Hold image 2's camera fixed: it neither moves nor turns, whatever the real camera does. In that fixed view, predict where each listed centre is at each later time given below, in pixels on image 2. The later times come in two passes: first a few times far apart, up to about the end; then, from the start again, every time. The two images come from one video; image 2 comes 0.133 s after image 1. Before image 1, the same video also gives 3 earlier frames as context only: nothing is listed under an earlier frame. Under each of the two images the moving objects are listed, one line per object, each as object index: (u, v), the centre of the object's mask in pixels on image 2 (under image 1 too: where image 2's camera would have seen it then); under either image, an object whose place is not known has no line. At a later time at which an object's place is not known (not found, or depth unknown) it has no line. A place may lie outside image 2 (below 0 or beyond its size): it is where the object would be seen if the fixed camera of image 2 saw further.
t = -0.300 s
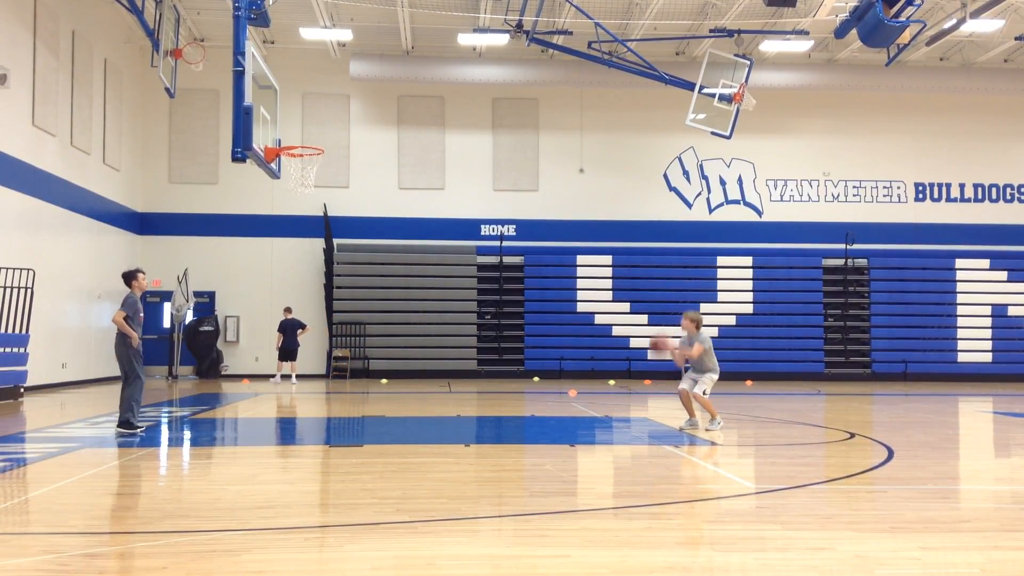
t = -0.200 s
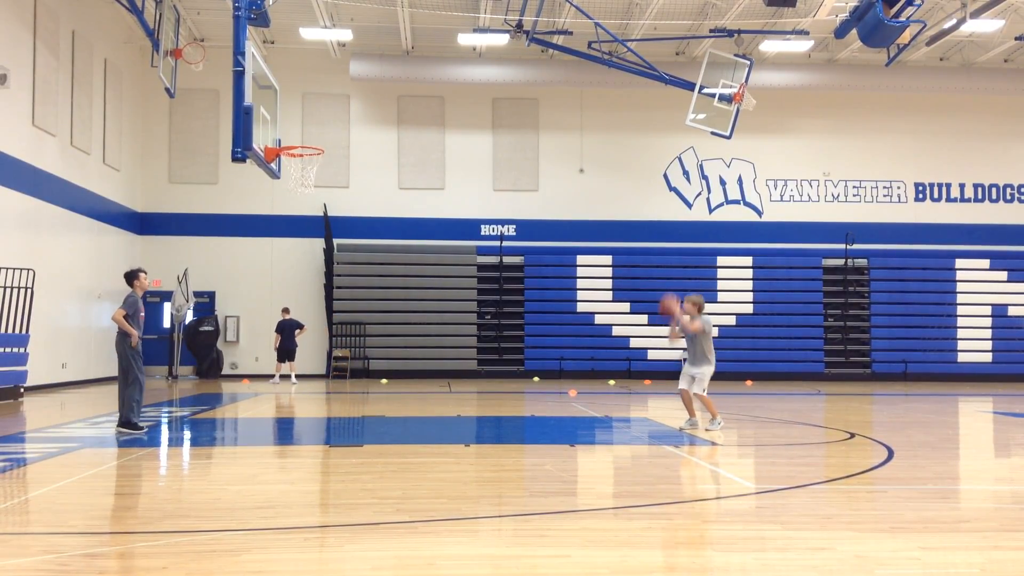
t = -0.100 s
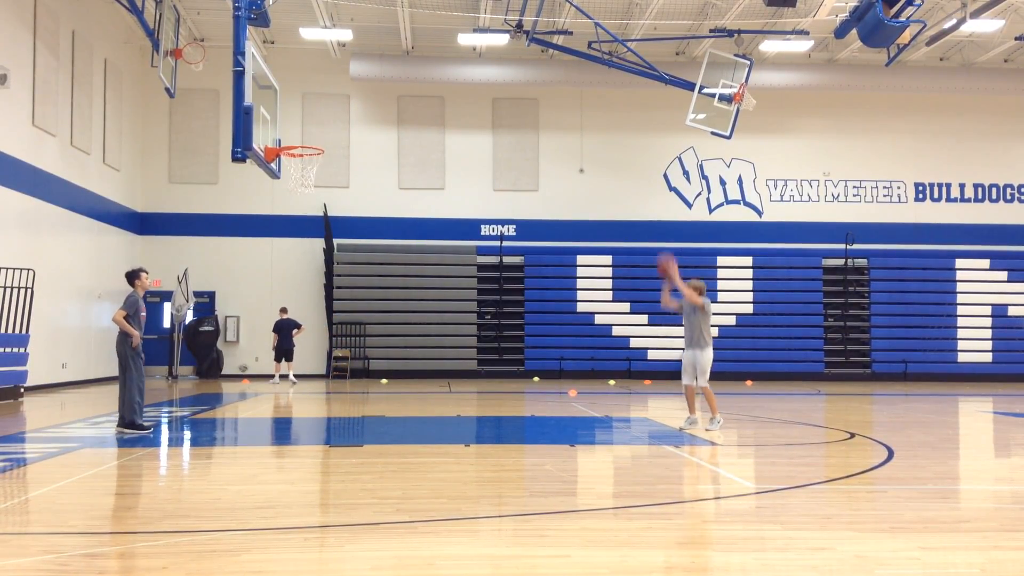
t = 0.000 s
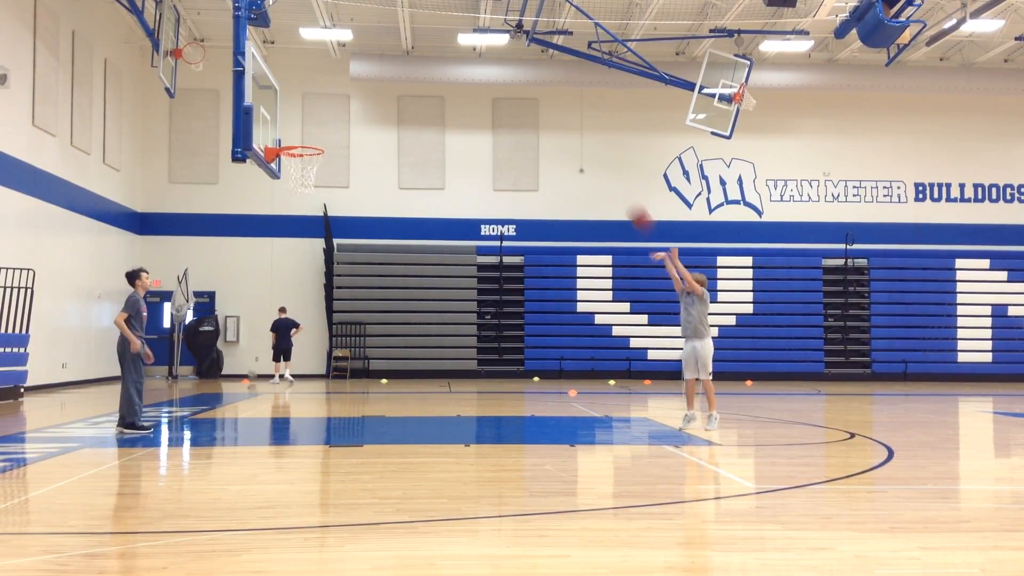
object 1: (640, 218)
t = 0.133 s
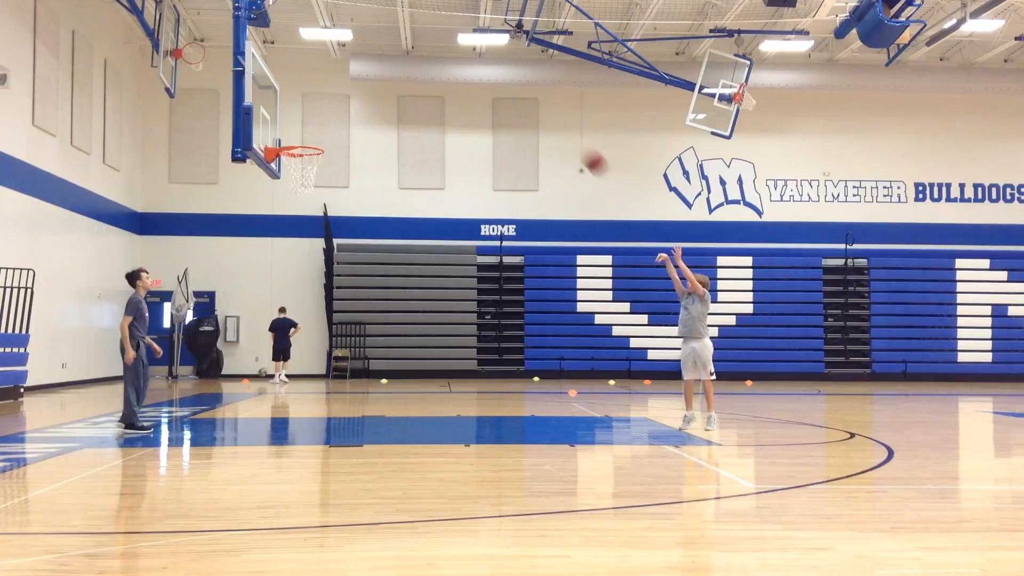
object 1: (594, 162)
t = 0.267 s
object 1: (551, 121)
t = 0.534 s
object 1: (461, 81)
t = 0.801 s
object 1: (370, 100)
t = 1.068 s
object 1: (282, 174)
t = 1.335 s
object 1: (249, 227)
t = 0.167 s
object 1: (584, 151)
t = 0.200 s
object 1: (573, 140)
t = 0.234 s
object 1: (561, 130)
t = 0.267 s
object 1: (551, 121)
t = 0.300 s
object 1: (539, 112)
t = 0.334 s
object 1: (528, 106)
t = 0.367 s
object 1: (516, 99)
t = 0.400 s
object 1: (506, 94)
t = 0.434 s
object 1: (494, 89)
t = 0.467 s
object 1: (483, 85)
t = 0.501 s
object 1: (472, 82)
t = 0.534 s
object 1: (461, 81)
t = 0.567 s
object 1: (449, 80)
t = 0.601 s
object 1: (438, 80)
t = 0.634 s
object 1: (427, 81)
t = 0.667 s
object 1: (415, 83)
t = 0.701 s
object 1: (405, 86)
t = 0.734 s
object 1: (393, 90)
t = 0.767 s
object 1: (382, 95)
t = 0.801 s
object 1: (370, 100)
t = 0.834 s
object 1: (359, 107)
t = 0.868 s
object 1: (347, 114)
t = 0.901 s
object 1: (336, 123)
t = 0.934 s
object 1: (325, 133)
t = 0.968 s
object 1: (315, 140)
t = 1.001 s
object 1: (301, 157)
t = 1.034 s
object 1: (291, 167)
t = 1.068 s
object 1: (282, 174)
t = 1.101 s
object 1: (278, 177)
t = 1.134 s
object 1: (273, 180)
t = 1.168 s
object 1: (270, 186)
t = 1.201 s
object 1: (265, 193)
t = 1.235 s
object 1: (261, 200)
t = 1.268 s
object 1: (257, 208)
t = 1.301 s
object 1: (253, 218)
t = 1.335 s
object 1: (249, 227)
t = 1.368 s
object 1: (245, 237)
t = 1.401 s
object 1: (240, 250)
